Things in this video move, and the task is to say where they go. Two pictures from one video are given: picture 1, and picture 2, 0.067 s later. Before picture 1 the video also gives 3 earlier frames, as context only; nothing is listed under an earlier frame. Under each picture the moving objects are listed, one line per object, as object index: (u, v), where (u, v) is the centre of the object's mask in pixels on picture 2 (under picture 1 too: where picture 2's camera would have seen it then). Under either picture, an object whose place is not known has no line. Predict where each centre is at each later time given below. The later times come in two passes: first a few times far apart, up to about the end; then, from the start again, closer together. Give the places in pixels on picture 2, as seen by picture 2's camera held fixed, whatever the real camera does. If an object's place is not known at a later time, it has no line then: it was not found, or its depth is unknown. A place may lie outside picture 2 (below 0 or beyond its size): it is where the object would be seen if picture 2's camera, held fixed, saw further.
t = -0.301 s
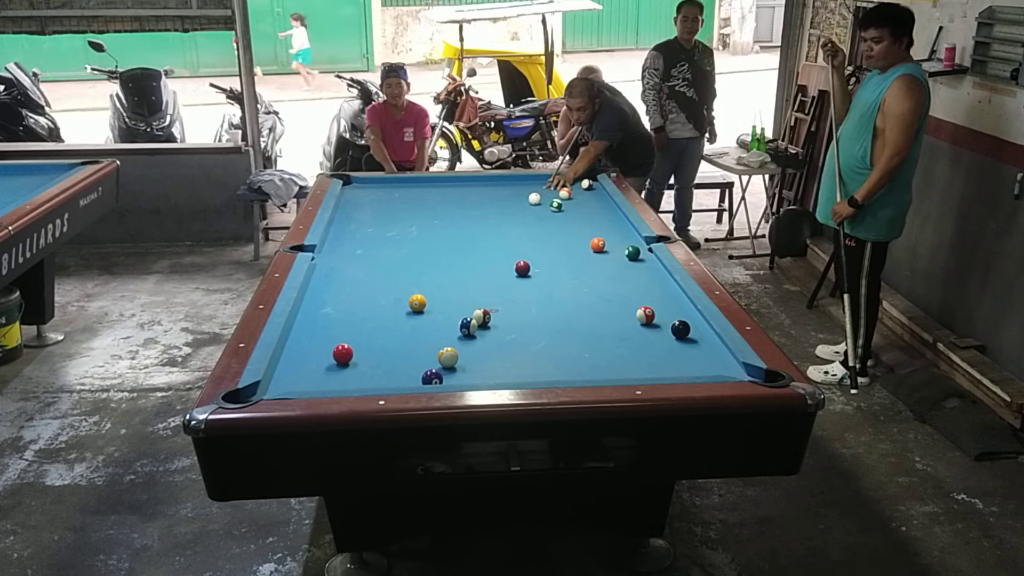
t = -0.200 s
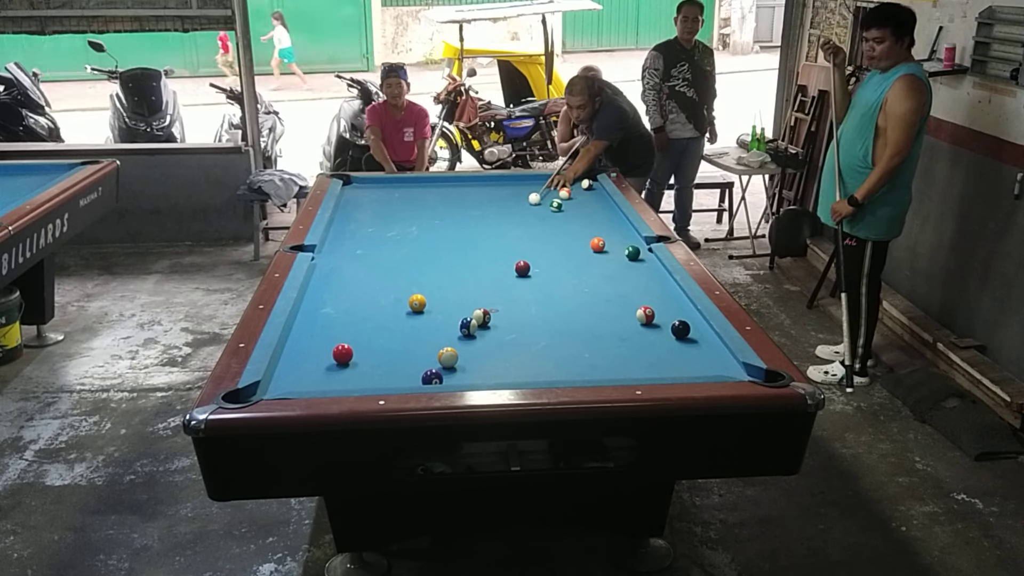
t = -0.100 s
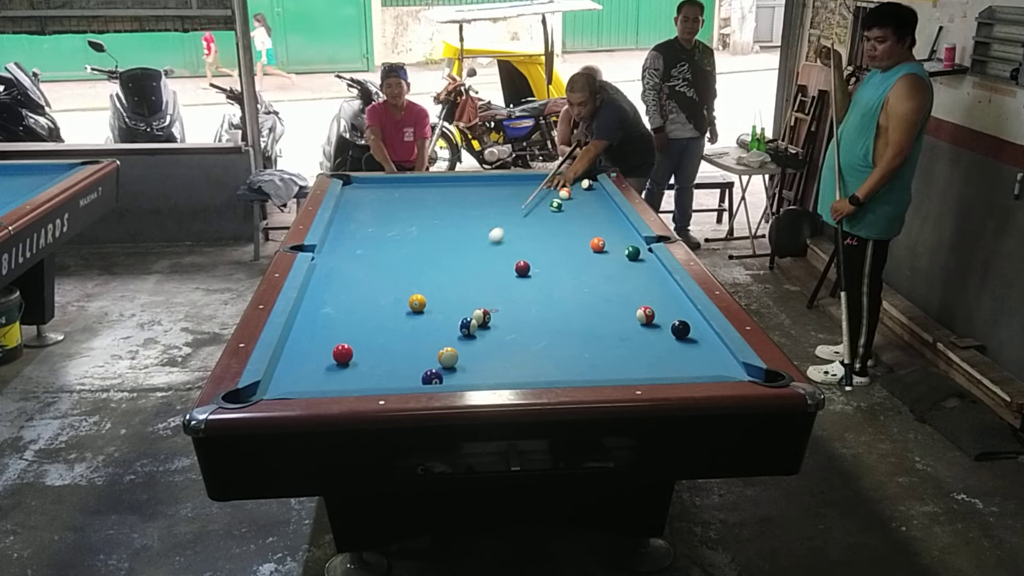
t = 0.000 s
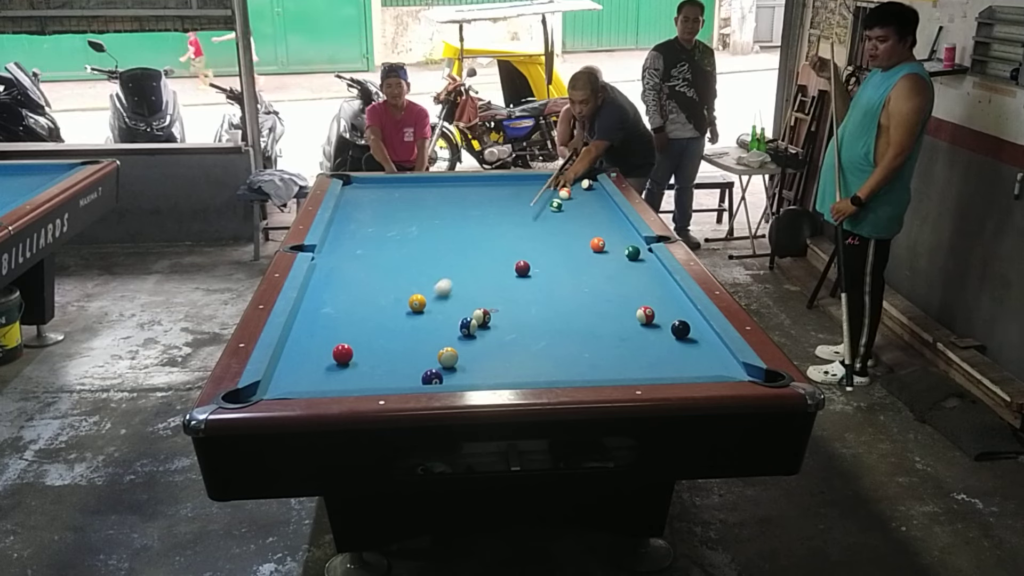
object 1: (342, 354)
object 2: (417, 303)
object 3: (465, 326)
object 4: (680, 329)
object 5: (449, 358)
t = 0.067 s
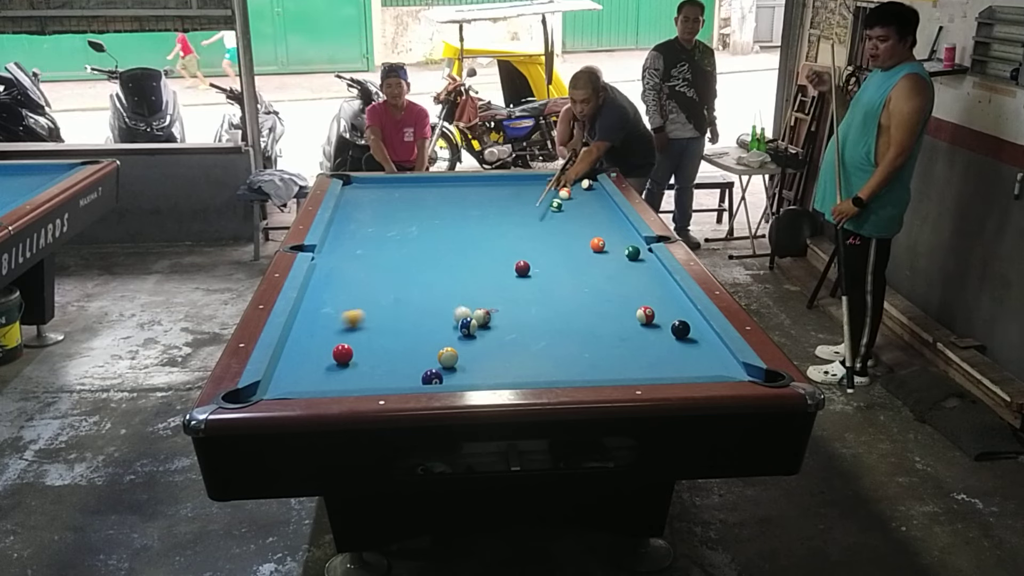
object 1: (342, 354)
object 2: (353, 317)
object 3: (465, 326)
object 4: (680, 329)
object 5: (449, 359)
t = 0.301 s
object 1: (353, 379)
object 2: (416, 334)
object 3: (514, 375)
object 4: (680, 329)
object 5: (449, 359)
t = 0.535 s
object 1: (371, 361)
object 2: (504, 343)
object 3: (524, 349)
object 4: (695, 333)
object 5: (480, 377)
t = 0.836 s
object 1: (390, 329)
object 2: (529, 343)
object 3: (582, 317)
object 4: (701, 338)
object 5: (495, 355)
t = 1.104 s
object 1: (404, 306)
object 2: (557, 340)
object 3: (624, 294)
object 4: (706, 341)
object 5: (509, 335)
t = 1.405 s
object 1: (417, 284)
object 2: (585, 337)
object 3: (660, 272)
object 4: (709, 344)
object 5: (520, 318)
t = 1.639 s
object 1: (426, 269)
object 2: (605, 334)
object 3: (631, 264)
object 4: (710, 345)
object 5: (523, 303)
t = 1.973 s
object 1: (437, 251)
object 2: (630, 331)
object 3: (592, 254)
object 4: (710, 346)
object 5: (534, 289)
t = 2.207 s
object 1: (443, 240)
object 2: (646, 330)
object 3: (569, 248)
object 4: (710, 346)
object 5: (545, 280)
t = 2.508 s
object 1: (451, 227)
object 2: (664, 327)
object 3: (542, 240)
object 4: (710, 346)
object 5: (550, 269)
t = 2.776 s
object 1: (457, 218)
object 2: (678, 326)
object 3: (520, 234)
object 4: (710, 346)
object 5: (557, 261)
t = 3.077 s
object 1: (463, 208)
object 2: (692, 325)
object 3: (499, 228)
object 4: (710, 346)
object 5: (562, 253)
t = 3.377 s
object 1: (468, 200)
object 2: (699, 324)
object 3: (479, 223)
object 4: (710, 346)
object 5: (567, 246)
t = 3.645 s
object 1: (472, 193)
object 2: (692, 321)
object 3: (464, 219)
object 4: (710, 346)
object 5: (571, 240)
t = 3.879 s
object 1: (476, 188)
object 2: (687, 319)
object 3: (451, 216)
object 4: (710, 346)
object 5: (575, 236)
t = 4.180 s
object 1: (479, 182)
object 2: (683, 318)
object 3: (437, 212)
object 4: (710, 346)
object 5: (578, 231)
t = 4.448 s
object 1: (482, 179)
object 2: (682, 317)
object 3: (425, 209)
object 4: (710, 346)
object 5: (581, 227)
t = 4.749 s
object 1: (485, 182)
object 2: (682, 317)
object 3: (414, 206)
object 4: (710, 346)
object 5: (584, 224)
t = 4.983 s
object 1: (488, 184)
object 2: (682, 317)
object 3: (406, 203)
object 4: (710, 346)
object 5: (586, 222)
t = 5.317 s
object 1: (490, 187)
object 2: (682, 317)
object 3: (396, 201)
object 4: (710, 346)
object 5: (588, 219)
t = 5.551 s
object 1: (492, 189)
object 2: (682, 317)
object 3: (390, 199)
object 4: (710, 346)
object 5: (589, 217)
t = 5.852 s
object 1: (494, 191)
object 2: (682, 317)
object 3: (384, 197)
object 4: (710, 346)
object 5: (591, 216)
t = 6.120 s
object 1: (495, 192)
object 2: (682, 317)
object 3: (378, 196)
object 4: (710, 346)
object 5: (592, 215)
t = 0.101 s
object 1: (342, 354)
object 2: (307, 329)
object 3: (471, 331)
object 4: (680, 329)
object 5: (449, 358)
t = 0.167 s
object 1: (342, 354)
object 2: (326, 338)
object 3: (487, 348)
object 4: (680, 329)
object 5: (449, 358)
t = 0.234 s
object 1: (347, 364)
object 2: (376, 333)
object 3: (501, 363)
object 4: (680, 329)
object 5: (449, 359)
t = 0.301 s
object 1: (353, 379)
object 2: (416, 334)
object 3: (514, 375)
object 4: (680, 329)
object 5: (449, 359)
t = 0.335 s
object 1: (356, 383)
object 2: (435, 339)
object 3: (518, 375)
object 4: (687, 328)
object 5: (449, 358)
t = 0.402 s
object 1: (361, 378)
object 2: (460, 333)
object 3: (520, 368)
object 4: (696, 331)
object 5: (459, 361)
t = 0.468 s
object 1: (366, 369)
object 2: (483, 340)
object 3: (522, 358)
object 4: (692, 332)
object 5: (470, 372)
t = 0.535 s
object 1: (371, 361)
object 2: (504, 343)
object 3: (524, 349)
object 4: (695, 333)
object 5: (480, 377)
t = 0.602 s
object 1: (375, 353)
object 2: (507, 342)
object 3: (539, 342)
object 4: (696, 334)
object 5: (483, 374)
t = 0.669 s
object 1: (380, 346)
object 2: (512, 344)
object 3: (552, 334)
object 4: (698, 335)
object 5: (482, 370)
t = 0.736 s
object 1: (384, 339)
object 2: (519, 344)
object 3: (564, 327)
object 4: (699, 336)
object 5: (490, 363)
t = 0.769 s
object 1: (386, 336)
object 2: (522, 344)
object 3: (570, 324)
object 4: (700, 337)
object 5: (495, 362)
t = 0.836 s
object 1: (390, 329)
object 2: (529, 343)
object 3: (582, 317)
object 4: (701, 338)
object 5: (495, 355)
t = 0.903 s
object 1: (394, 323)
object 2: (537, 343)
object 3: (593, 311)
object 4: (703, 339)
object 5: (498, 350)
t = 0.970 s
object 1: (397, 317)
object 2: (544, 342)
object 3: (604, 305)
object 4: (704, 340)
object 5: (496, 344)
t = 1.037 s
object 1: (401, 312)
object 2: (550, 341)
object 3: (613, 300)
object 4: (705, 340)
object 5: (508, 344)
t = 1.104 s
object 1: (404, 306)
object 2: (557, 340)
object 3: (624, 294)
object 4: (706, 341)
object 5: (509, 335)
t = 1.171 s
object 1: (407, 300)
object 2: (563, 339)
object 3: (633, 288)
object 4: (706, 342)
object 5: (511, 331)
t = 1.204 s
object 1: (409, 298)
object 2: (566, 338)
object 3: (637, 286)
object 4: (707, 342)
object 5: (512, 330)
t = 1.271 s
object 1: (412, 293)
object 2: (573, 338)
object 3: (647, 281)
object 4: (707, 342)
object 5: (510, 325)
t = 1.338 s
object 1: (415, 288)
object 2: (579, 337)
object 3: (656, 276)
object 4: (708, 343)
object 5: (513, 321)
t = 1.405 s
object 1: (417, 284)
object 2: (585, 337)
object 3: (660, 272)
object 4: (709, 344)
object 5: (520, 318)
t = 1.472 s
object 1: (420, 279)
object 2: (591, 336)
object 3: (651, 269)
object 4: (709, 344)
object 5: (523, 313)
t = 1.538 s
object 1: (422, 275)
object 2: (596, 335)
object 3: (643, 267)
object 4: (710, 345)
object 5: (524, 310)
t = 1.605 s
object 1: (425, 271)
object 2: (602, 335)
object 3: (634, 265)
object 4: (710, 345)
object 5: (522, 306)
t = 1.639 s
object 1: (426, 269)
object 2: (605, 334)
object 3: (631, 264)
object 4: (710, 345)
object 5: (523, 303)
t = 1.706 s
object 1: (428, 265)
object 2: (610, 333)
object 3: (622, 262)
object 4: (710, 345)
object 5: (529, 301)
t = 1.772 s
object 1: (431, 261)
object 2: (615, 333)
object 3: (615, 260)
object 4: (710, 346)
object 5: (533, 299)
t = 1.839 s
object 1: (433, 258)
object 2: (620, 332)
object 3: (607, 258)
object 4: (710, 346)
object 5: (534, 295)
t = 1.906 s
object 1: (435, 254)
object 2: (625, 332)
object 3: (600, 256)
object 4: (710, 346)
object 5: (535, 292)
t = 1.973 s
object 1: (437, 251)
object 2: (630, 331)
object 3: (592, 254)
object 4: (710, 346)
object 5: (534, 289)
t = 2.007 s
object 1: (438, 249)
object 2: (632, 331)
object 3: (589, 253)
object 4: (710, 346)
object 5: (534, 287)
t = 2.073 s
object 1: (440, 246)
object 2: (637, 330)
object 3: (582, 251)
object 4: (710, 346)
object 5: (539, 285)
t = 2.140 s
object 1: (442, 243)
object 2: (641, 330)
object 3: (576, 249)
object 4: (710, 346)
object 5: (544, 284)
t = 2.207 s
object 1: (443, 240)
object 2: (646, 330)
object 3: (569, 248)
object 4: (710, 346)
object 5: (545, 280)
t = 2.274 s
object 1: (445, 237)
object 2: (650, 329)
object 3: (563, 246)
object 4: (710, 346)
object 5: (547, 277)
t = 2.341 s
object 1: (447, 234)
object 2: (654, 329)
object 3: (557, 244)
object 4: (710, 346)
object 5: (547, 275)
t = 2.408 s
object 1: (449, 232)
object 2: (658, 328)
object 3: (551, 243)
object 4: (710, 346)
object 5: (548, 272)
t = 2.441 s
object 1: (449, 230)
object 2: (660, 328)
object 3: (548, 242)
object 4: (710, 346)
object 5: (549, 271)
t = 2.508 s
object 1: (451, 227)
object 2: (664, 327)
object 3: (542, 240)
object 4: (710, 346)
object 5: (550, 269)
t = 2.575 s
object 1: (453, 225)
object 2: (668, 327)
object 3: (537, 238)
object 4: (710, 346)
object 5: (554, 270)
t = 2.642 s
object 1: (454, 223)
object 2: (671, 327)
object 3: (531, 237)
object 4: (710, 346)
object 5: (555, 265)
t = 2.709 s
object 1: (455, 220)
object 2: (675, 327)
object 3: (526, 236)
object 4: (710, 346)
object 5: (557, 263)
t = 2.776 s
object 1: (457, 218)
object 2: (678, 326)
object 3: (520, 234)
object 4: (710, 346)
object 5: (557, 261)
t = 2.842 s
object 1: (458, 216)
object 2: (681, 326)
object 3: (516, 233)
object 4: (710, 346)
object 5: (558, 259)
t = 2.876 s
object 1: (459, 215)
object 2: (683, 326)
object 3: (513, 232)
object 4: (710, 346)
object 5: (558, 258)
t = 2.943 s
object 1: (460, 212)
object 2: (686, 326)
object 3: (508, 231)
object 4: (710, 346)
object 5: (560, 256)
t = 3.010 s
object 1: (462, 210)
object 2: (689, 325)
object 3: (504, 230)
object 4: (710, 346)
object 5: (561, 254)
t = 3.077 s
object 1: (463, 208)
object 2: (692, 325)
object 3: (499, 228)
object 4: (710, 346)
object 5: (562, 253)
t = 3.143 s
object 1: (464, 206)
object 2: (694, 325)
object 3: (494, 227)
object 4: (710, 346)
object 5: (563, 251)
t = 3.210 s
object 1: (465, 205)
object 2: (697, 325)
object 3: (490, 226)
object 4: (710, 346)
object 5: (564, 249)
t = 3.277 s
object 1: (467, 203)
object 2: (699, 324)
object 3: (486, 224)
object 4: (710, 346)
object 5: (566, 248)
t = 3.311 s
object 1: (467, 202)
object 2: (700, 324)
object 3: (483, 224)
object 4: (710, 346)
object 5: (566, 247)
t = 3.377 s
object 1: (468, 200)
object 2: (699, 324)
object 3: (479, 223)
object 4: (710, 346)
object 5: (567, 246)
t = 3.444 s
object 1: (469, 198)
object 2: (697, 323)
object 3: (475, 222)
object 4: (710, 346)
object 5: (568, 244)
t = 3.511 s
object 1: (470, 196)
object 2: (695, 322)
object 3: (471, 221)
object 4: (710, 346)
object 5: (569, 243)
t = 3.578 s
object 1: (471, 195)
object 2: (693, 322)
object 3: (467, 220)
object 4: (710, 346)
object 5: (570, 241)
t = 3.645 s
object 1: (472, 193)
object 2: (692, 321)
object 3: (464, 219)
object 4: (710, 346)
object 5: (571, 240)
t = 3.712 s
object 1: (473, 192)
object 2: (690, 320)
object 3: (460, 218)
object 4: (710, 346)
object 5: (572, 239)
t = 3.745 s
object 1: (474, 191)
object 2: (690, 320)
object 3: (458, 217)
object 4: (710, 346)
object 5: (573, 238)
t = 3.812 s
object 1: (475, 189)
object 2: (688, 320)
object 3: (455, 217)
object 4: (710, 346)
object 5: (574, 237)
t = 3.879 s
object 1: (476, 188)
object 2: (687, 319)
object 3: (451, 216)
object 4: (710, 346)
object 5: (575, 236)
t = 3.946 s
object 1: (476, 187)
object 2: (686, 319)
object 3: (448, 214)
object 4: (710, 346)
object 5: (575, 235)
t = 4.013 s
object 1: (477, 185)
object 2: (685, 318)
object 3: (445, 214)
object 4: (710, 346)
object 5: (576, 234)
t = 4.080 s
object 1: (478, 184)
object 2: (684, 318)
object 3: (441, 213)
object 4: (710, 346)
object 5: (577, 233)
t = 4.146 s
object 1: (479, 183)
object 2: (684, 318)
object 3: (438, 212)
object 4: (710, 346)
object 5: (578, 231)
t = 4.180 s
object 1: (479, 182)
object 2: (683, 318)
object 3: (437, 212)
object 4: (710, 346)
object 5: (578, 231)
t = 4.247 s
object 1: (480, 181)
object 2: (683, 318)
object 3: (434, 211)
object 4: (710, 346)
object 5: (579, 230)
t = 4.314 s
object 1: (481, 180)
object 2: (682, 317)
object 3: (431, 210)
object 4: (710, 346)
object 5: (580, 229)
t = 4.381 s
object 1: (481, 178)
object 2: (682, 317)
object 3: (428, 210)
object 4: (710, 346)
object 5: (580, 228)
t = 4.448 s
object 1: (482, 179)
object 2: (682, 317)
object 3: (425, 209)
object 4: (710, 346)
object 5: (581, 227)
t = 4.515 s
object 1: (483, 180)
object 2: (682, 317)
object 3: (423, 208)
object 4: (710, 346)
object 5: (582, 227)
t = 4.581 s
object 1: (483, 180)
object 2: (682, 317)
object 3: (420, 207)
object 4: (710, 346)
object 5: (583, 226)
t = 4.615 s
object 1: (484, 181)
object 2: (682, 317)
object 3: (419, 207)
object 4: (710, 346)
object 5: (583, 225)
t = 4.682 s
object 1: (484, 181)
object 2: (682, 317)
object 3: (416, 206)
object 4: (710, 346)
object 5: (583, 225)
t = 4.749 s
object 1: (485, 182)
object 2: (682, 317)
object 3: (414, 206)
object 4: (710, 346)
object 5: (584, 224)
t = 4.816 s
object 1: (486, 182)
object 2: (682, 317)
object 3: (412, 205)
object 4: (710, 346)
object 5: (585, 223)
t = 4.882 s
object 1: (487, 183)
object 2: (682, 317)
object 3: (410, 205)
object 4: (710, 346)
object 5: (585, 222)
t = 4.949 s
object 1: (487, 184)
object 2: (682, 317)
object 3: (408, 204)
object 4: (710, 346)
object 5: (586, 222)
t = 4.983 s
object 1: (488, 184)
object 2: (682, 317)
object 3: (406, 203)
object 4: (710, 346)
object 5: (586, 222)
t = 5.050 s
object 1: (488, 185)
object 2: (682, 317)
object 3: (404, 203)
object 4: (710, 346)
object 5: (586, 221)
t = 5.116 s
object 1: (489, 185)
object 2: (682, 317)
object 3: (402, 203)
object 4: (710, 346)
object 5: (587, 220)
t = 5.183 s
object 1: (489, 186)
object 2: (682, 317)
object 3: (400, 202)
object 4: (710, 346)
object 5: (587, 220)
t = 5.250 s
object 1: (490, 186)
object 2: (682, 317)
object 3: (398, 202)
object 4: (710, 346)
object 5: (588, 219)
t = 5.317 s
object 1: (490, 187)
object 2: (682, 317)
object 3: (396, 201)
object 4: (710, 346)
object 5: (588, 219)
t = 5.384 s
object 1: (491, 187)
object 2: (682, 317)
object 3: (394, 200)
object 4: (710, 346)
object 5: (589, 218)
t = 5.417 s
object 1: (491, 188)
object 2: (682, 317)
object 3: (393, 200)
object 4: (710, 346)
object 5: (589, 218)
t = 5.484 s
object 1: (491, 188)
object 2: (682, 317)
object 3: (391, 199)
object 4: (710, 346)
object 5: (589, 218)
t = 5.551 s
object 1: (492, 189)
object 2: (682, 317)
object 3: (390, 199)
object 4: (710, 346)
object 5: (589, 217)
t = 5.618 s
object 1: (492, 189)
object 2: (682, 317)
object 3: (388, 199)
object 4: (710, 346)
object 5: (590, 217)
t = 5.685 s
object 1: (493, 189)
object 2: (682, 317)
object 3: (387, 198)
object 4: (710, 346)
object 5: (590, 217)
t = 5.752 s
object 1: (493, 190)
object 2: (682, 317)
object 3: (386, 198)
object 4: (710, 346)
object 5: (591, 216)
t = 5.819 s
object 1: (493, 190)
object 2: (682, 317)
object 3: (384, 198)
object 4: (710, 346)
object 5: (591, 216)
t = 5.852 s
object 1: (494, 191)
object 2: (682, 317)
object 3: (384, 197)
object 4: (710, 346)
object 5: (591, 216)
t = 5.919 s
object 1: (494, 191)
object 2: (682, 317)
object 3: (382, 197)
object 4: (710, 346)
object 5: (591, 216)
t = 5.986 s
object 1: (494, 191)
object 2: (682, 317)
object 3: (381, 197)
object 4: (710, 346)
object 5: (592, 216)
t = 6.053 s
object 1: (494, 192)
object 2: (682, 317)
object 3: (380, 196)
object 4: (710, 346)
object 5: (592, 215)
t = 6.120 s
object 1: (495, 192)
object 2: (682, 317)
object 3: (378, 196)
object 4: (710, 346)
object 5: (592, 215)
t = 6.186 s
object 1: (495, 192)
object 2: (682, 317)
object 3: (377, 196)
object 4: (710, 346)
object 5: (592, 215)
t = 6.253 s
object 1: (495, 193)
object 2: (682, 317)
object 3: (376, 196)
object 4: (710, 346)
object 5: (592, 215)
